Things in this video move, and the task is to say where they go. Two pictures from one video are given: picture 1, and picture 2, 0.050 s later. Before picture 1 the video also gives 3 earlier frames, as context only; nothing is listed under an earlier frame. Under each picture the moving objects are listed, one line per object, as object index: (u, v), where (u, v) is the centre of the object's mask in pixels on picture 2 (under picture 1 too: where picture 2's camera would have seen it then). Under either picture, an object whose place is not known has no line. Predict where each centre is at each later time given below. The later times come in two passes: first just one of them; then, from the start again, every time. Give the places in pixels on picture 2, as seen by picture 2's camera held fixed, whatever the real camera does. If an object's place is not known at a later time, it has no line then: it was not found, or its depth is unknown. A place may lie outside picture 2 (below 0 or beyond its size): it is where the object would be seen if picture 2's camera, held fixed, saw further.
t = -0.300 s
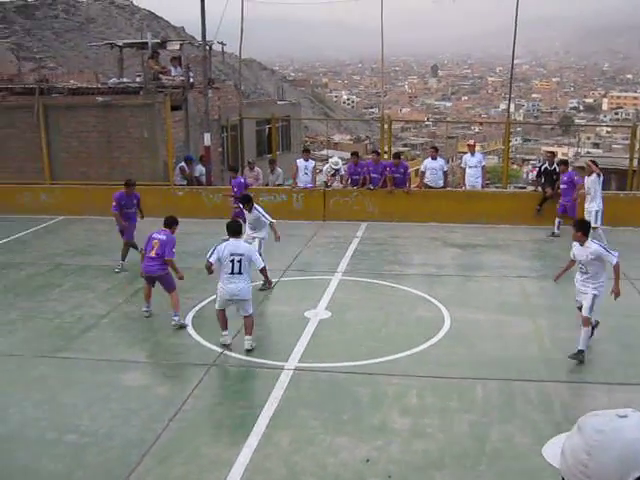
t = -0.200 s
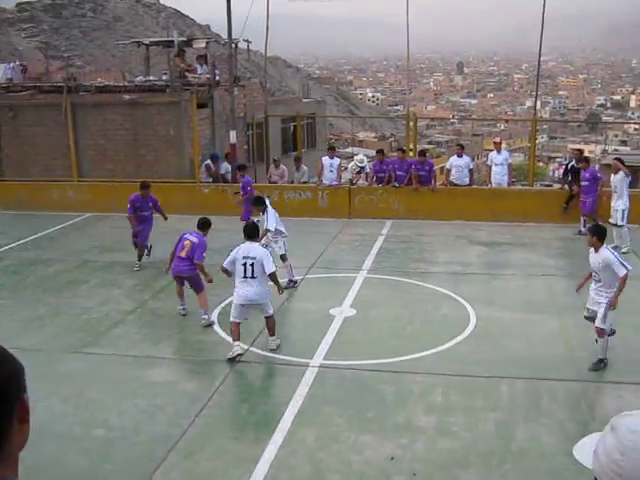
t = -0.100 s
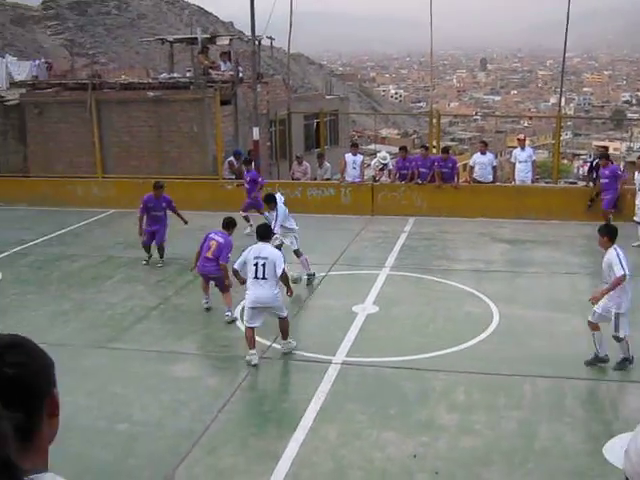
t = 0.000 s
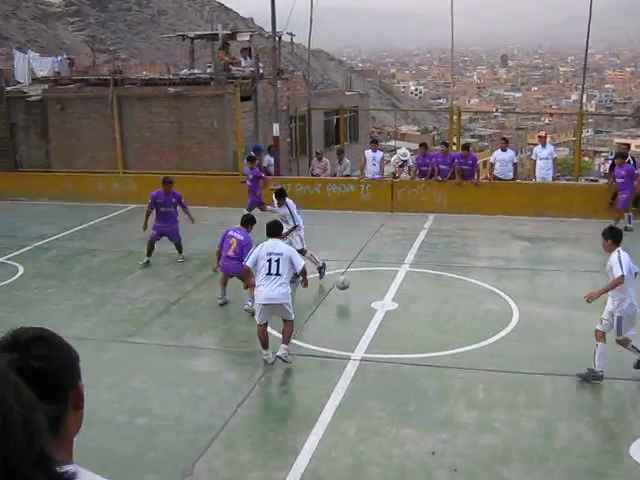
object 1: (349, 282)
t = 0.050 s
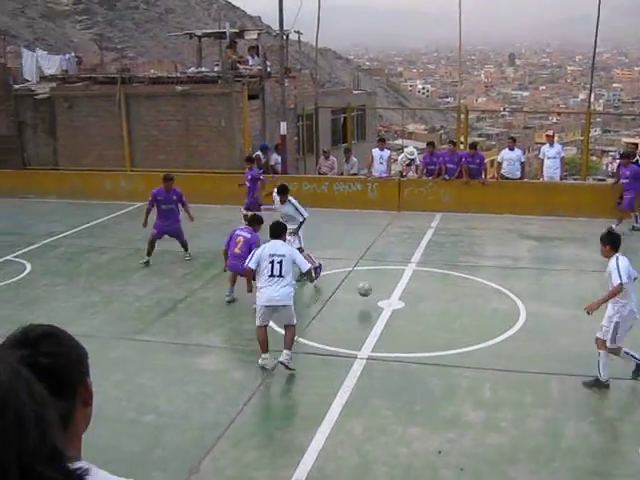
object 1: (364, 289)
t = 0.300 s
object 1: (444, 326)
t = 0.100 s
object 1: (380, 300)
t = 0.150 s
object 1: (398, 310)
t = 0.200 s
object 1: (413, 316)
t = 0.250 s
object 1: (428, 320)
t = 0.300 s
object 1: (444, 326)
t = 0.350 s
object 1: (462, 334)
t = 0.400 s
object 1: (479, 347)
